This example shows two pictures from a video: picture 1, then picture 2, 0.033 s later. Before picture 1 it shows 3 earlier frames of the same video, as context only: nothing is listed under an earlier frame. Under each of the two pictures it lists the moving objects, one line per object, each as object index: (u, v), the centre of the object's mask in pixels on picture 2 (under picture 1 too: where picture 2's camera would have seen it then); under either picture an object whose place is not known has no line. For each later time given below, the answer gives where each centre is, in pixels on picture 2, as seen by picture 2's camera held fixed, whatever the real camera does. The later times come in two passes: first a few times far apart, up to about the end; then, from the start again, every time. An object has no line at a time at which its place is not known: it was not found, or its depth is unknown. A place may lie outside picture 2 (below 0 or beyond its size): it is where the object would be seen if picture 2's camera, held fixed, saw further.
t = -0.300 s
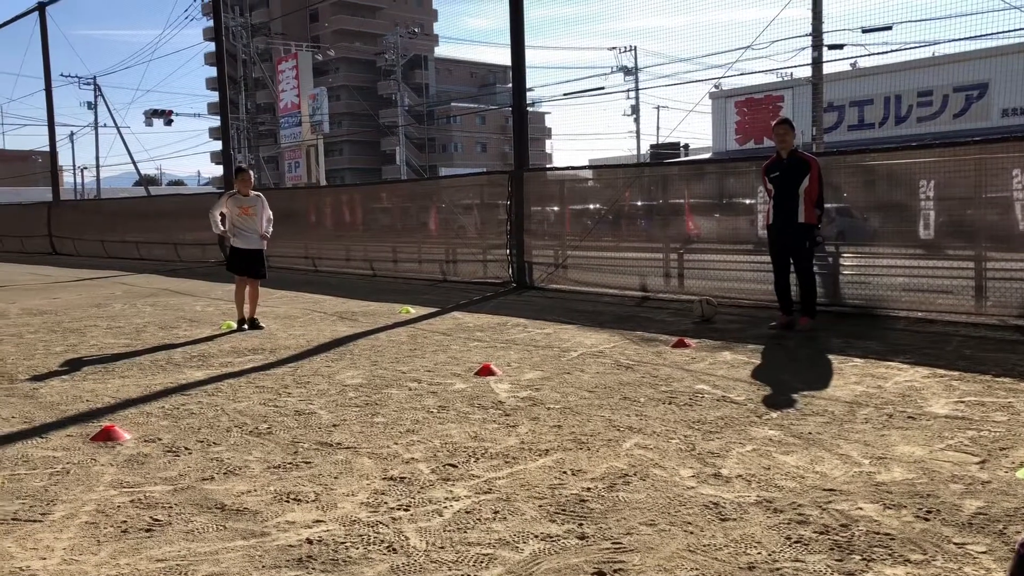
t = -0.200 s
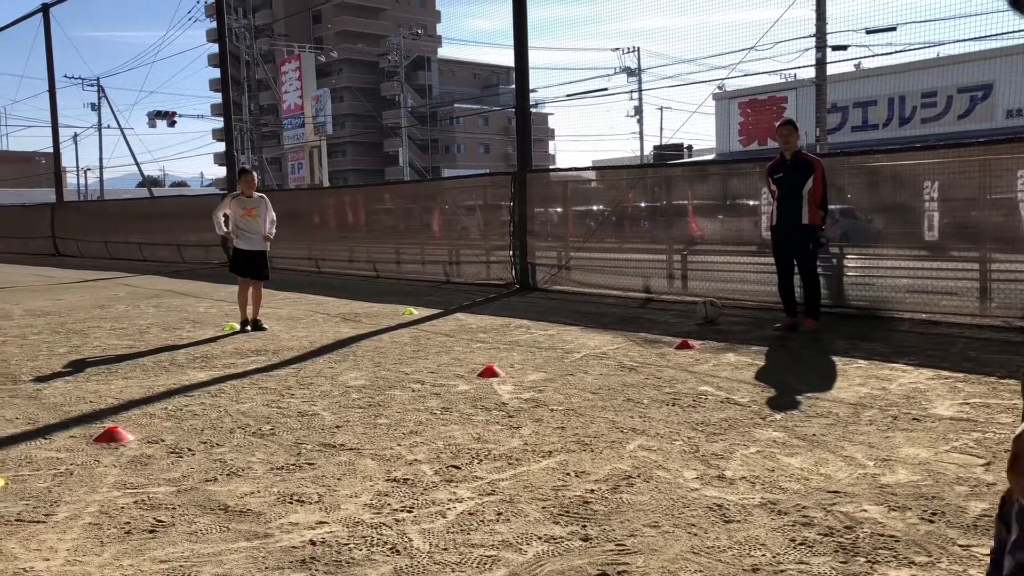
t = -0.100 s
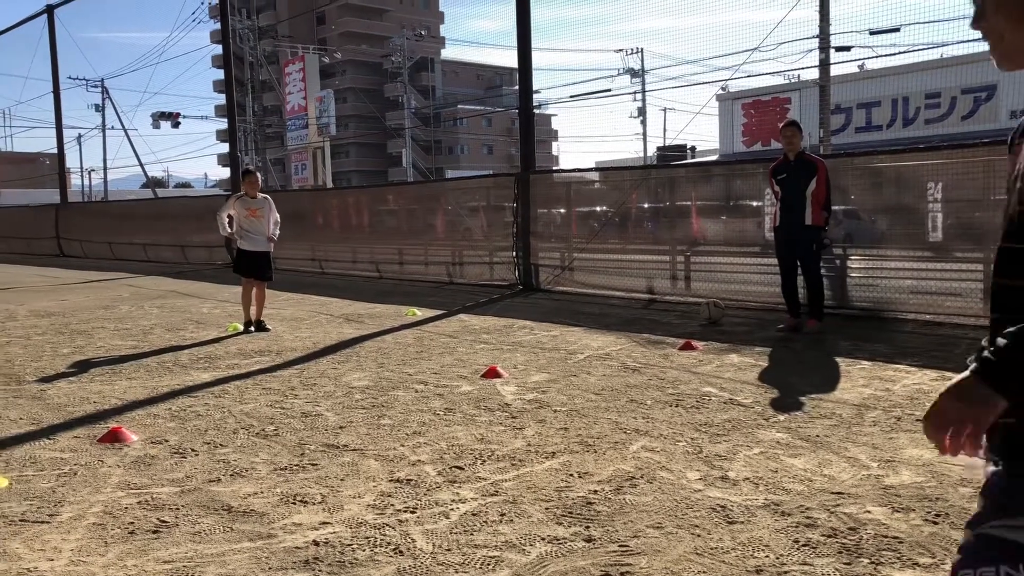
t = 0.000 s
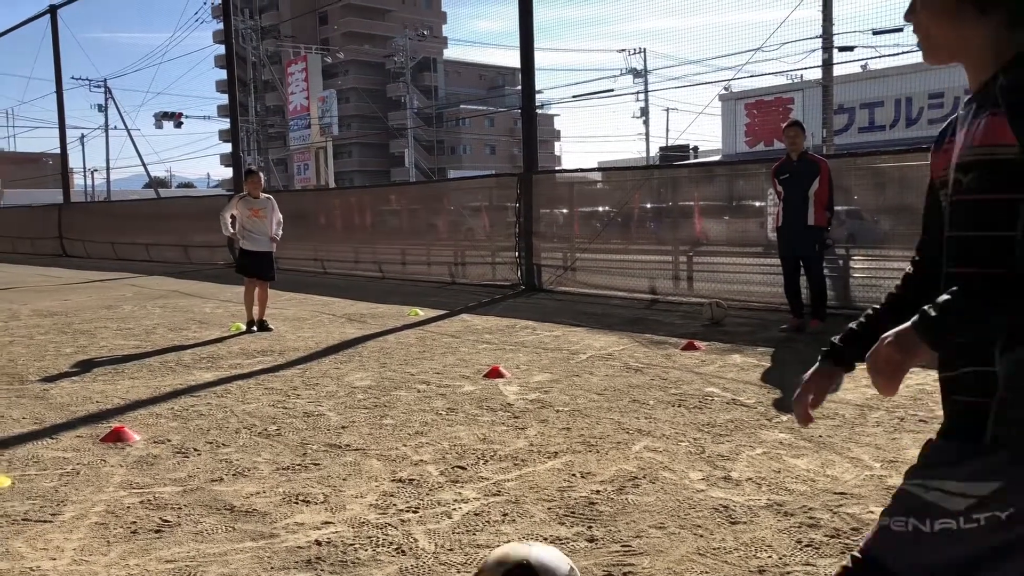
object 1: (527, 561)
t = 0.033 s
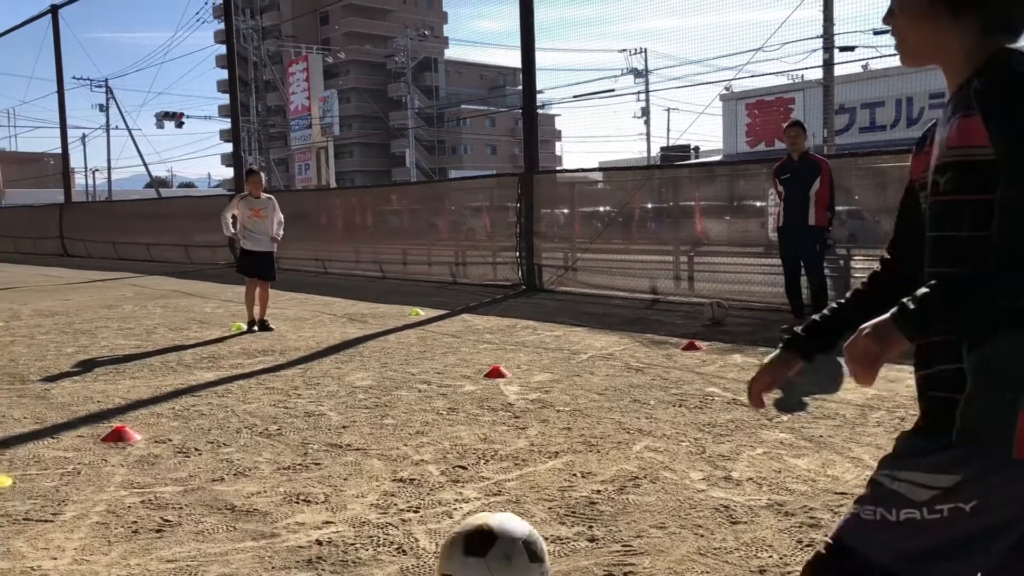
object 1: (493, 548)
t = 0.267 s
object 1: (360, 520)
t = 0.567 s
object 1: (300, 453)
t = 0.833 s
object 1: (264, 421)
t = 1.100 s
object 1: (235, 392)
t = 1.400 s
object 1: (211, 371)
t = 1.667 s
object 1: (196, 360)
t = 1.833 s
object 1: (189, 354)
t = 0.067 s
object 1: (465, 537)
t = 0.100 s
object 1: (441, 528)
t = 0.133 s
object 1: (420, 519)
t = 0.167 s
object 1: (402, 516)
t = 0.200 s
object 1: (386, 516)
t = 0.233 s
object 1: (372, 520)
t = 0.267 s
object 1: (360, 520)
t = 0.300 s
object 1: (351, 497)
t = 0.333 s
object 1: (343, 479)
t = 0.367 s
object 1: (336, 465)
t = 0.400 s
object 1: (329, 455)
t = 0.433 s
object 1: (322, 448)
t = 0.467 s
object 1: (316, 445)
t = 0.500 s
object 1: (311, 445)
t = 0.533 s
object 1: (306, 447)
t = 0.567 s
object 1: (300, 453)
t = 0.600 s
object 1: (296, 454)
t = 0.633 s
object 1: (291, 443)
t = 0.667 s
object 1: (285, 432)
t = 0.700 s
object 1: (282, 429)
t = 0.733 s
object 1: (277, 425)
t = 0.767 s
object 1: (273, 424)
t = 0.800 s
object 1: (268, 423)
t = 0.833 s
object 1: (264, 421)
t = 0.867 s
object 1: (260, 414)
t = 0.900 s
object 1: (256, 407)
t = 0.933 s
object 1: (252, 402)
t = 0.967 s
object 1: (248, 400)
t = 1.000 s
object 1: (245, 402)
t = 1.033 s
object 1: (241, 400)
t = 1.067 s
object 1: (238, 395)
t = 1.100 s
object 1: (235, 392)
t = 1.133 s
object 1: (232, 390)
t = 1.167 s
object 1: (228, 389)
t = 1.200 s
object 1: (225, 383)
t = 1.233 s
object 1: (223, 379)
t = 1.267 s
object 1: (221, 378)
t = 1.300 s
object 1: (218, 379)
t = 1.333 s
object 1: (216, 375)
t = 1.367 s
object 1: (214, 372)
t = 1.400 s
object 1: (211, 371)
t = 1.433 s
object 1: (210, 371)
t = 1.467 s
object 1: (208, 369)
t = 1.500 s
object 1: (206, 368)
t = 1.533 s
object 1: (204, 367)
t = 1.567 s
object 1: (202, 366)
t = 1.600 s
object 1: (200, 365)
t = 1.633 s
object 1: (198, 363)
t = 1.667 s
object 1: (196, 360)
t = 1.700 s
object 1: (195, 359)
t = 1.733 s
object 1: (194, 359)
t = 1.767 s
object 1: (192, 359)
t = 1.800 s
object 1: (190, 356)
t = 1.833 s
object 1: (189, 354)
